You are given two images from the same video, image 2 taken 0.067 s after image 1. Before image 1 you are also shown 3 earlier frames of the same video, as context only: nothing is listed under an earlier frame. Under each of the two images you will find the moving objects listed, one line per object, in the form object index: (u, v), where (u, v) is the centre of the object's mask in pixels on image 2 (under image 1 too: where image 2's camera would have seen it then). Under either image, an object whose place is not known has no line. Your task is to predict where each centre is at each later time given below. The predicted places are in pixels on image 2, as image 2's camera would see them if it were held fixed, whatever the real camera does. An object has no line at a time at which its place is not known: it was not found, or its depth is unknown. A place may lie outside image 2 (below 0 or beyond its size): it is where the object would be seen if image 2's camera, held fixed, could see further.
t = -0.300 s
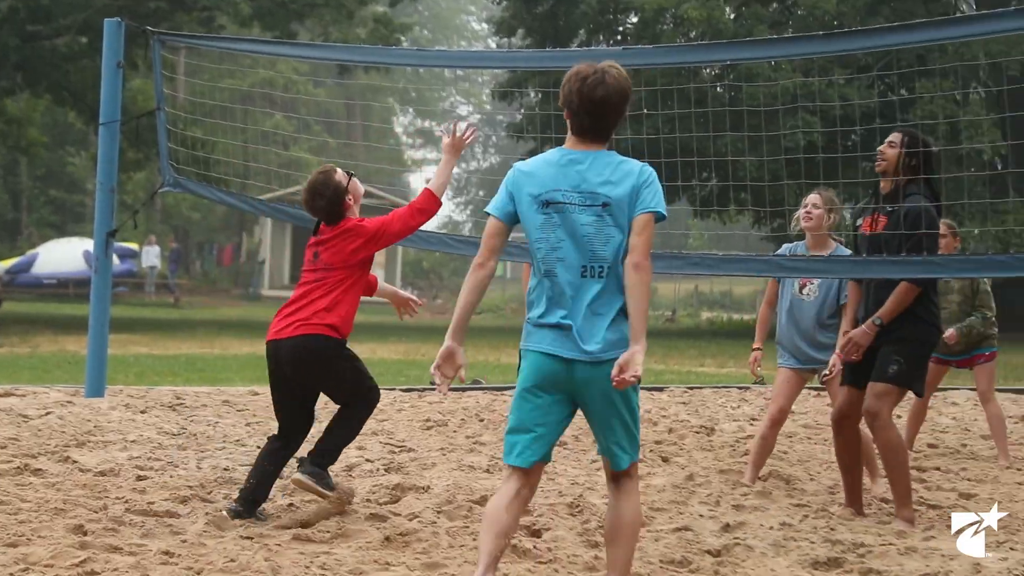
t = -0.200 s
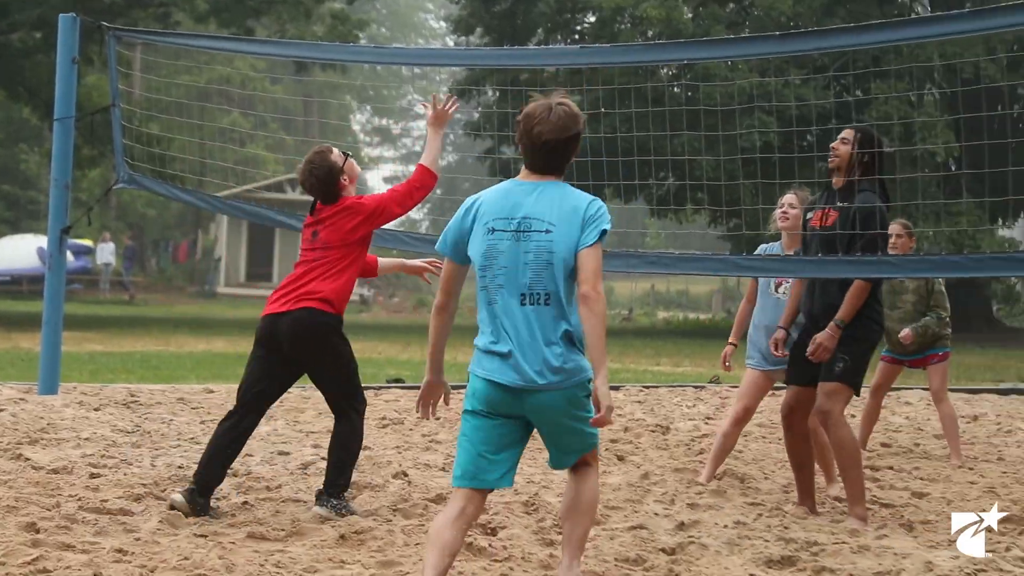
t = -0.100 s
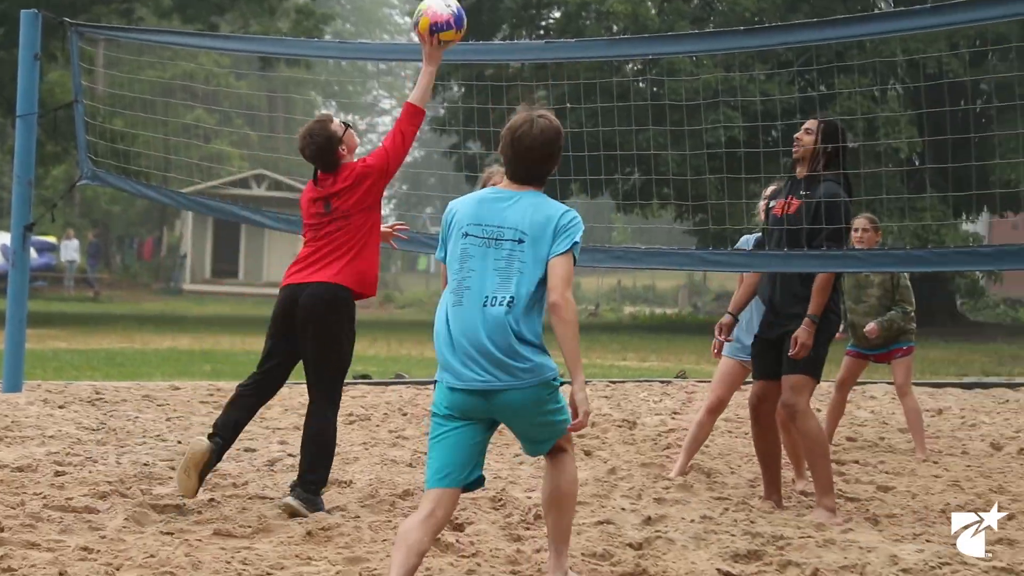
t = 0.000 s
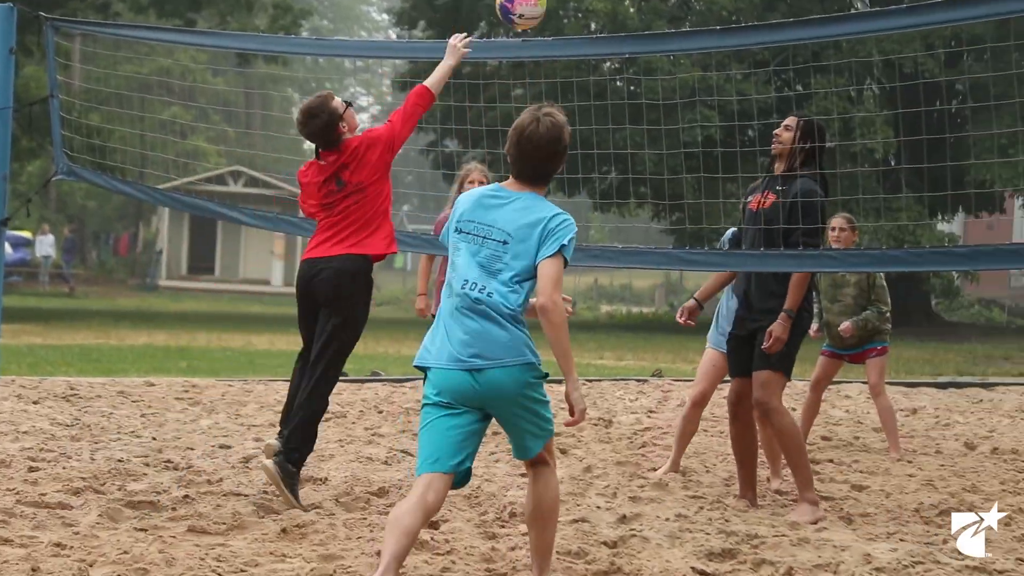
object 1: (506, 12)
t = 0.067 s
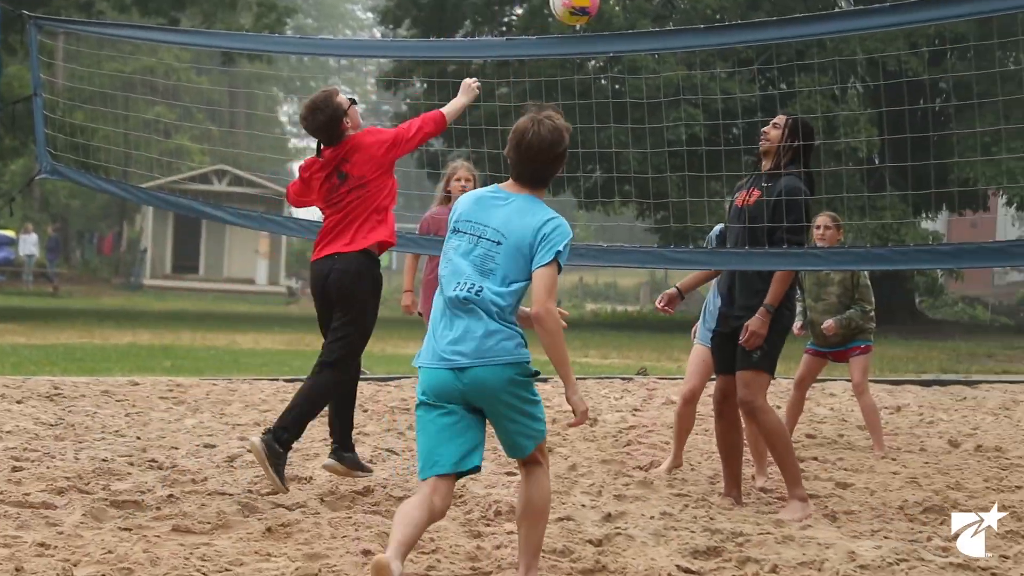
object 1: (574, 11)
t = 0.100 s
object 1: (606, 13)
